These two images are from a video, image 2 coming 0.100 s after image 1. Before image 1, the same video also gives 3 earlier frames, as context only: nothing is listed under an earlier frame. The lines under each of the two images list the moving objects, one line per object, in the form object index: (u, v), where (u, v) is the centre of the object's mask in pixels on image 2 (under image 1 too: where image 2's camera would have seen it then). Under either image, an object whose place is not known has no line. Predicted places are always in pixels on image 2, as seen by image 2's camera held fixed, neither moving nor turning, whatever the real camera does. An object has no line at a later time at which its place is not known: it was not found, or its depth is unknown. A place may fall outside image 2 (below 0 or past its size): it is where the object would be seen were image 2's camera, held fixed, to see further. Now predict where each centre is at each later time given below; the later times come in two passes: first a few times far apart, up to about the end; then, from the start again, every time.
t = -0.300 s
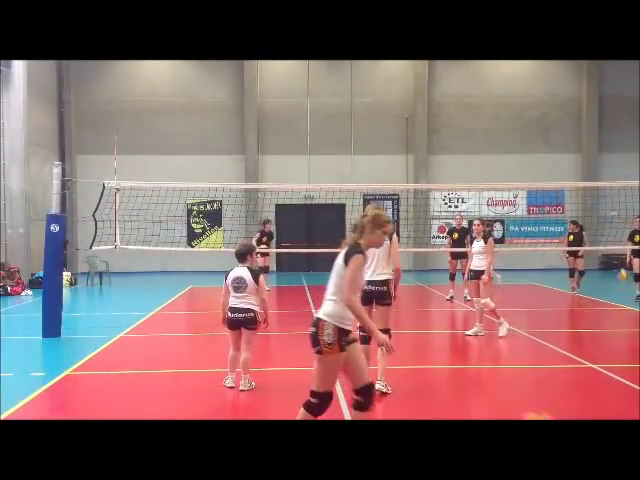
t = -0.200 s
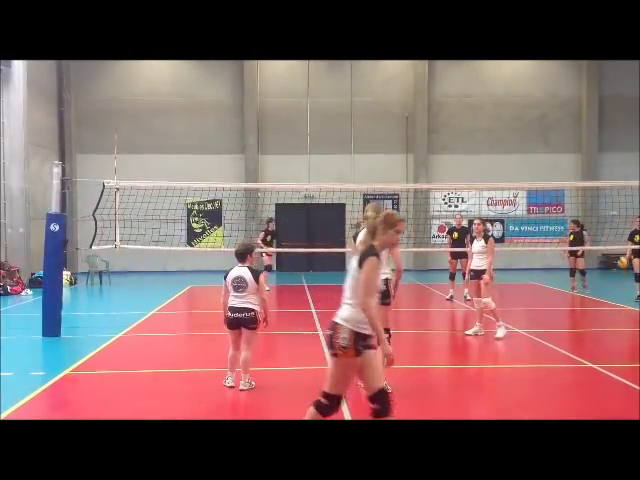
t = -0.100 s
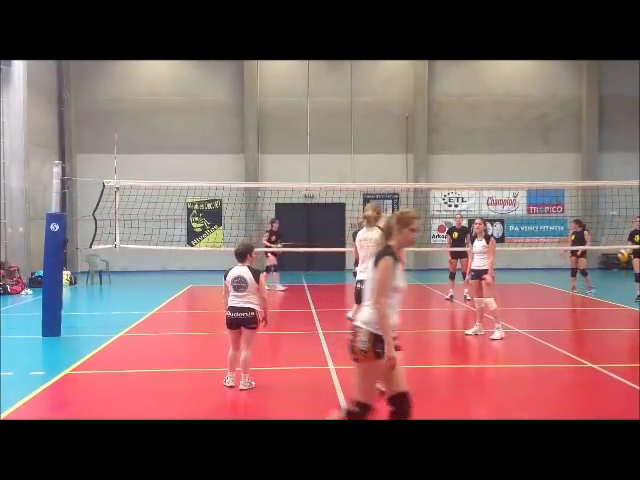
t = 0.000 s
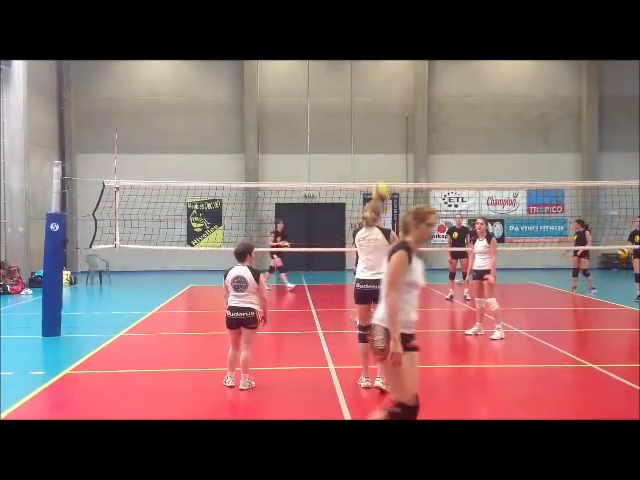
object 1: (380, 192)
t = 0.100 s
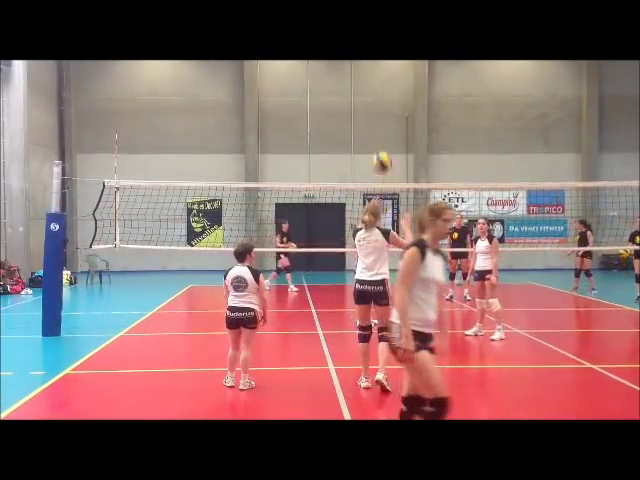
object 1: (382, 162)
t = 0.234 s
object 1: (382, 134)
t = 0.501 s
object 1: (384, 127)
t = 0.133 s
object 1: (382, 153)
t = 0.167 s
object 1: (382, 146)
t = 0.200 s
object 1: (382, 140)
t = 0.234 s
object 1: (382, 134)
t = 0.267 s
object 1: (382, 130)
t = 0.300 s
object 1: (382, 127)
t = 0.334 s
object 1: (383, 124)
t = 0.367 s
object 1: (383, 123)
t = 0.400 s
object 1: (383, 123)
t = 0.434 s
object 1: (384, 123)
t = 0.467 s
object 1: (384, 125)
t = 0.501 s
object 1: (384, 127)
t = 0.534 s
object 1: (384, 131)
